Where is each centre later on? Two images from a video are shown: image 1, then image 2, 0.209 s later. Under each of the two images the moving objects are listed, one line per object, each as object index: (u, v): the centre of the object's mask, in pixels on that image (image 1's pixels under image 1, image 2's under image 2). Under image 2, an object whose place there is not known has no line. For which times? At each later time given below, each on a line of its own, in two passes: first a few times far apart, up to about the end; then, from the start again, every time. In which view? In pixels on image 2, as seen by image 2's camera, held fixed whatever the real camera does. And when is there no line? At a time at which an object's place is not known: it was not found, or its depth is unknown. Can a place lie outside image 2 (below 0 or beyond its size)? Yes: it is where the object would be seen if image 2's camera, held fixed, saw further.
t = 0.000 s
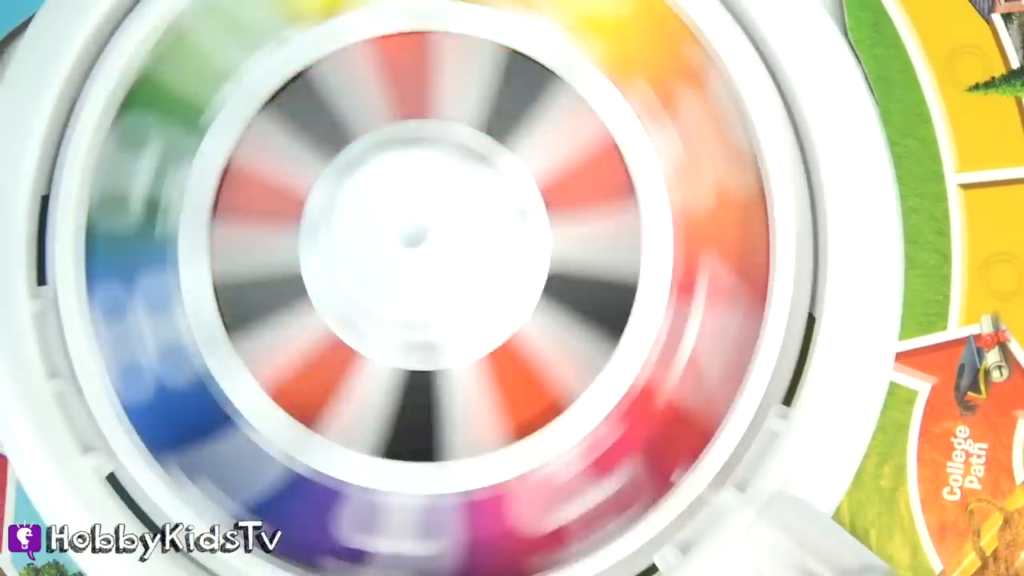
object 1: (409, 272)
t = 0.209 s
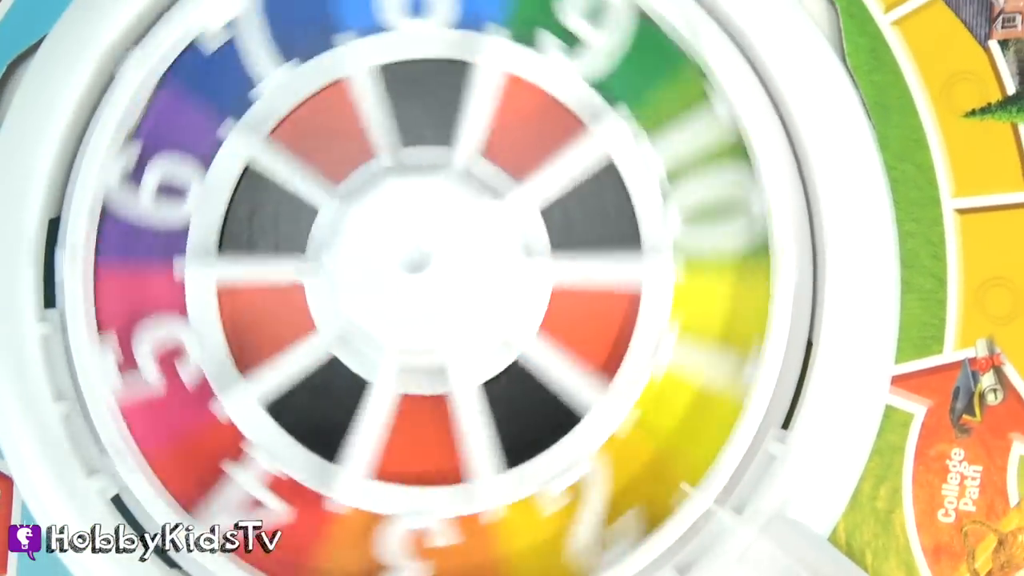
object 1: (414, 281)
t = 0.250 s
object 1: (414, 276)
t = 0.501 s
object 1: (413, 268)
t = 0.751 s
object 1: (412, 269)
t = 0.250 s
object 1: (414, 276)
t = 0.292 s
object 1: (413, 273)
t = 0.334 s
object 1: (412, 272)
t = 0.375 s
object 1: (413, 271)
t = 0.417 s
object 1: (413, 270)
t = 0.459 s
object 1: (413, 269)
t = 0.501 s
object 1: (413, 268)
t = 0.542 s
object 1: (413, 268)
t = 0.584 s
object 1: (413, 268)
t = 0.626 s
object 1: (412, 269)
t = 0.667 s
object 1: (412, 269)
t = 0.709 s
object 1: (412, 269)
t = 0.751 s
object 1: (412, 269)
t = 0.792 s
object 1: (412, 268)
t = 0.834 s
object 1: (412, 268)
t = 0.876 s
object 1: (412, 269)
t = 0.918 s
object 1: (412, 272)
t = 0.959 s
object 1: (412, 276)
